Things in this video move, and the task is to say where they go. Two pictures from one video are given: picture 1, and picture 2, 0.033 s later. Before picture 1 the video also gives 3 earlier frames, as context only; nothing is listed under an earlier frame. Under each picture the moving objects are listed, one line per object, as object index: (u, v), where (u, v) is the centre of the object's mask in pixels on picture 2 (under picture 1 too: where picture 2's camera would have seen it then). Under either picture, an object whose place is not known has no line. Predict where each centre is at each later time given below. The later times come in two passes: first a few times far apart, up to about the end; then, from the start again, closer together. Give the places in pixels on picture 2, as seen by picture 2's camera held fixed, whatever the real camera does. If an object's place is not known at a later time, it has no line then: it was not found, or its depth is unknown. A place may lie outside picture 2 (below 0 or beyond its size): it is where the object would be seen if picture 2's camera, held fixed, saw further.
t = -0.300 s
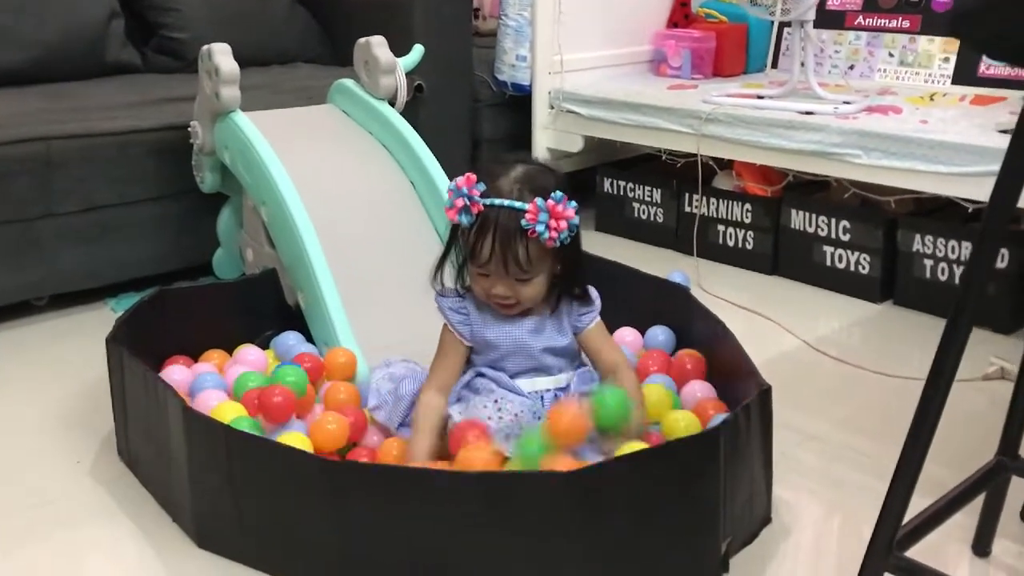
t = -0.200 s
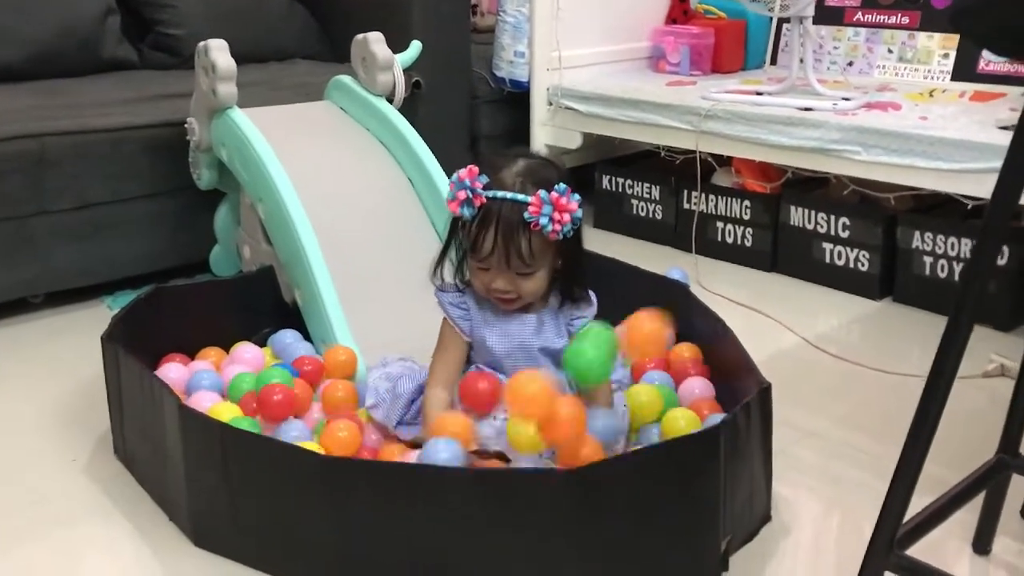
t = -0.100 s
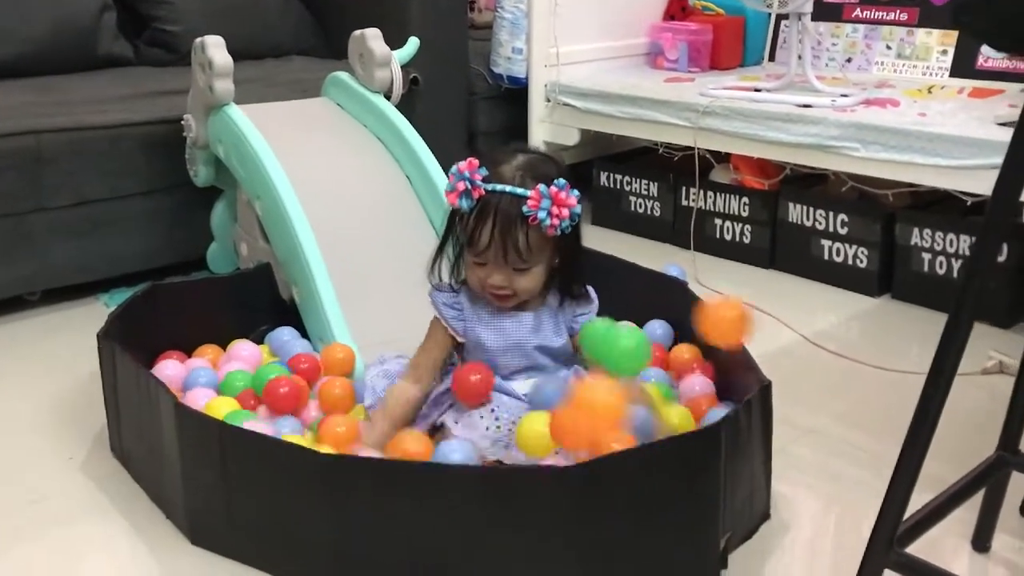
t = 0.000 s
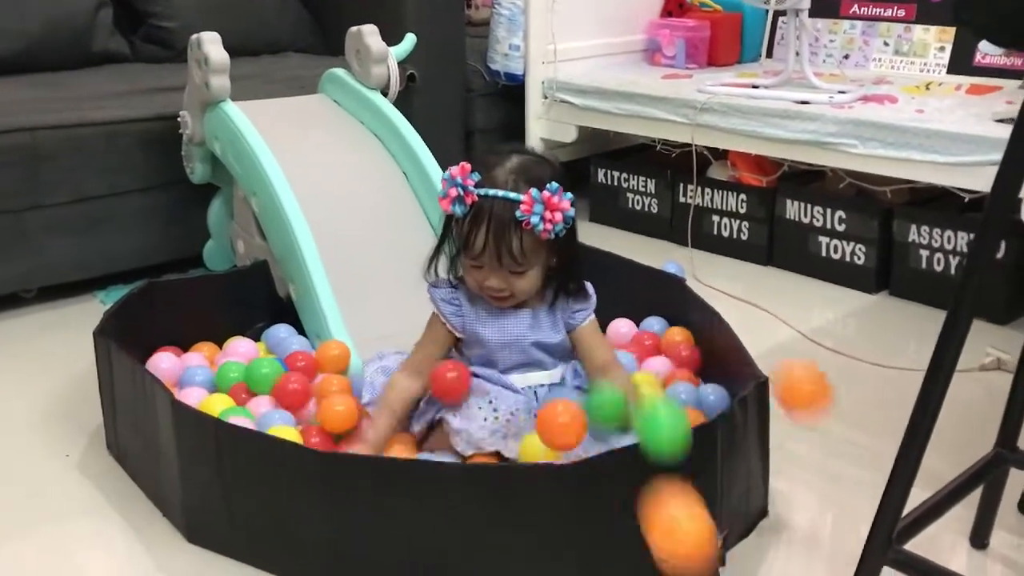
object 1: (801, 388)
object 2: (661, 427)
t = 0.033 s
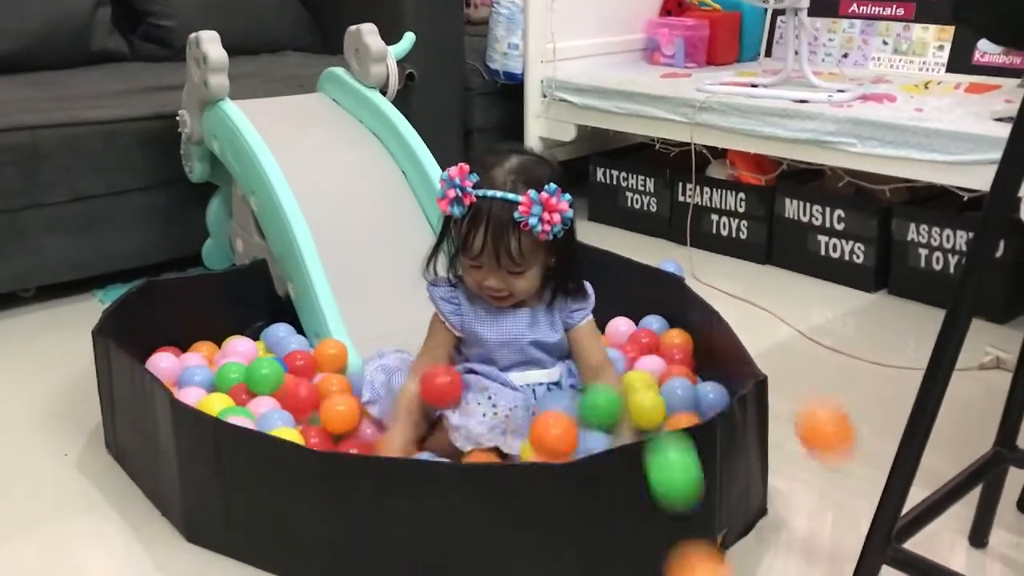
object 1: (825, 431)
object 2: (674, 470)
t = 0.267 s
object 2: (708, 528)
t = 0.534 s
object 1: (764, 519)
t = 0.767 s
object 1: (791, 505)
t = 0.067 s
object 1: (847, 480)
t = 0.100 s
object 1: (853, 534)
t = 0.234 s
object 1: (845, 556)
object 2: (707, 545)
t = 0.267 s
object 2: (708, 528)
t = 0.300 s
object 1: (826, 540)
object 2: (707, 520)
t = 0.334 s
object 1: (819, 516)
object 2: (706, 521)
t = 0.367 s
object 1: (811, 500)
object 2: (703, 532)
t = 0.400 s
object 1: (802, 492)
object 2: (700, 550)
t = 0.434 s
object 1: (791, 493)
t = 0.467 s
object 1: (781, 502)
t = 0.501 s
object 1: (770, 519)
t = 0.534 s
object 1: (764, 519)
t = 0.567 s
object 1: (770, 504)
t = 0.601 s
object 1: (776, 498)
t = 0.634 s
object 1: (782, 498)
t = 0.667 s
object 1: (788, 506)
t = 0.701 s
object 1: (792, 521)
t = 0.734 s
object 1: (792, 520)
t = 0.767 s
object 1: (791, 505)
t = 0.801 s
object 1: (789, 499)
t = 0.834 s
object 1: (786, 499)
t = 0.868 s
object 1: (783, 507)
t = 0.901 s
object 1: (780, 504)
